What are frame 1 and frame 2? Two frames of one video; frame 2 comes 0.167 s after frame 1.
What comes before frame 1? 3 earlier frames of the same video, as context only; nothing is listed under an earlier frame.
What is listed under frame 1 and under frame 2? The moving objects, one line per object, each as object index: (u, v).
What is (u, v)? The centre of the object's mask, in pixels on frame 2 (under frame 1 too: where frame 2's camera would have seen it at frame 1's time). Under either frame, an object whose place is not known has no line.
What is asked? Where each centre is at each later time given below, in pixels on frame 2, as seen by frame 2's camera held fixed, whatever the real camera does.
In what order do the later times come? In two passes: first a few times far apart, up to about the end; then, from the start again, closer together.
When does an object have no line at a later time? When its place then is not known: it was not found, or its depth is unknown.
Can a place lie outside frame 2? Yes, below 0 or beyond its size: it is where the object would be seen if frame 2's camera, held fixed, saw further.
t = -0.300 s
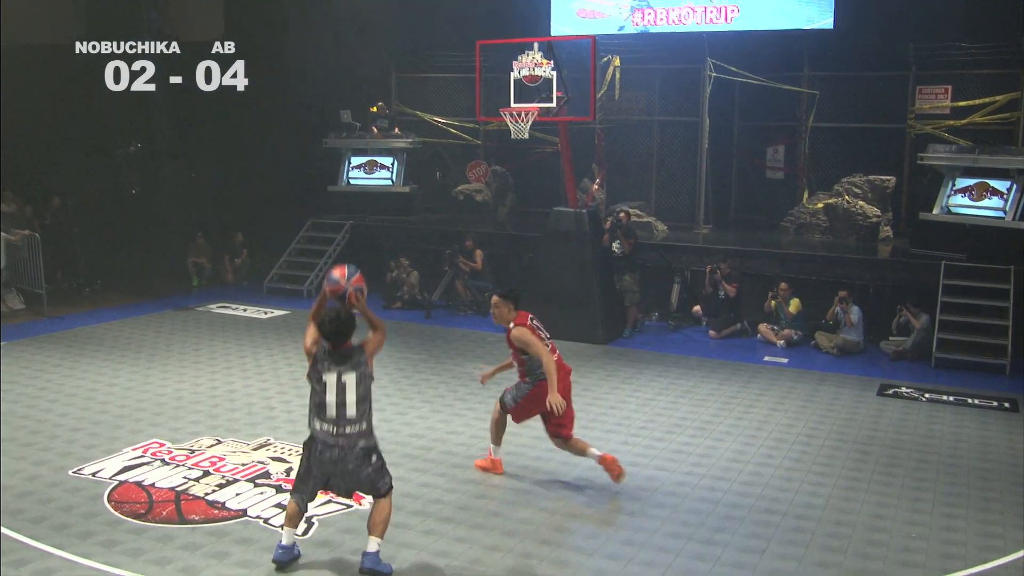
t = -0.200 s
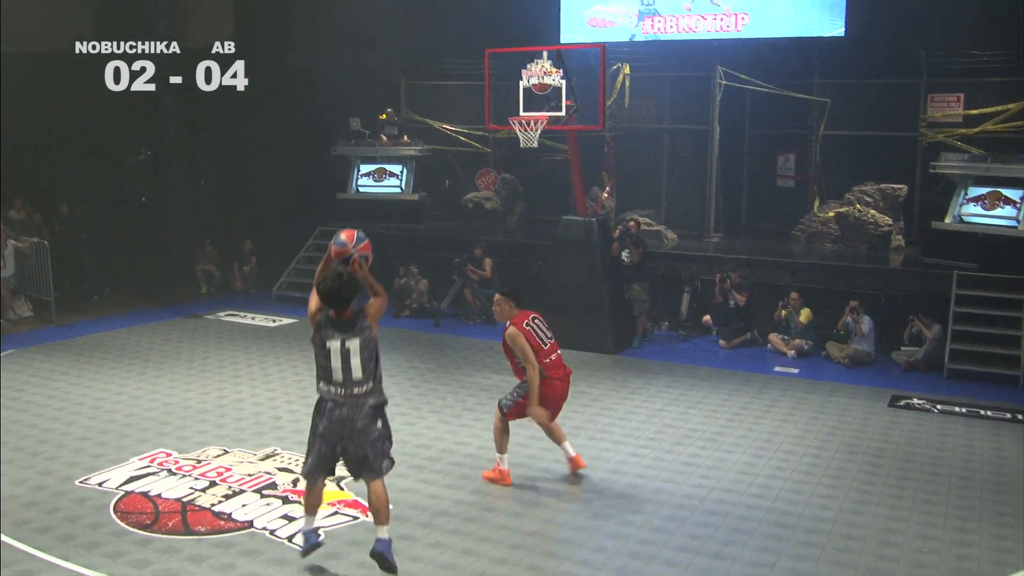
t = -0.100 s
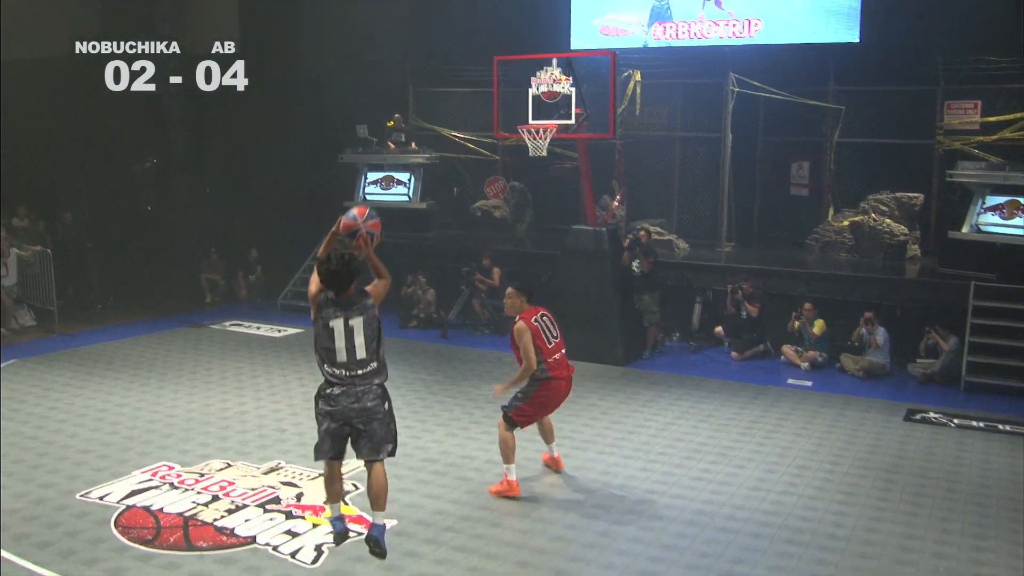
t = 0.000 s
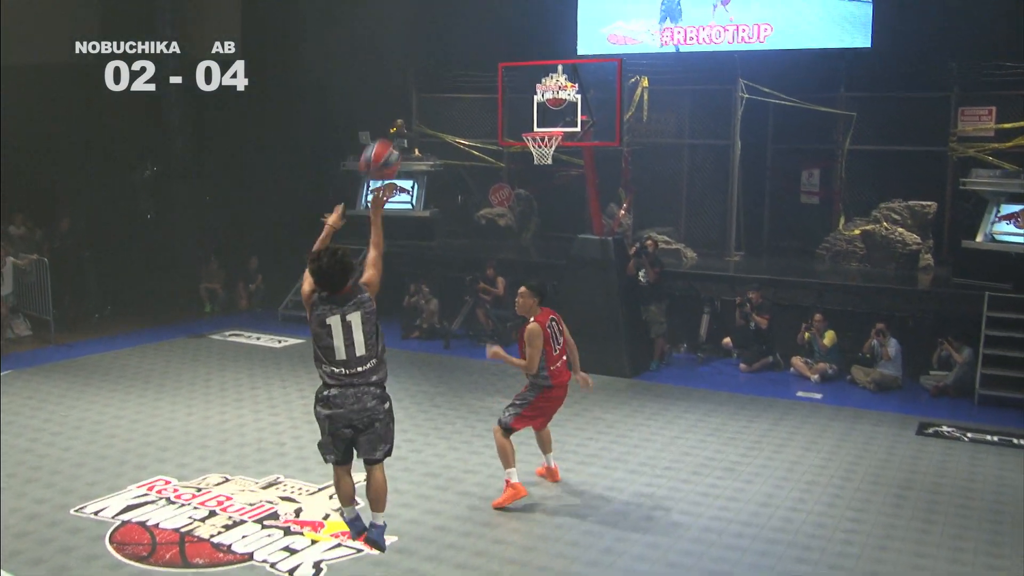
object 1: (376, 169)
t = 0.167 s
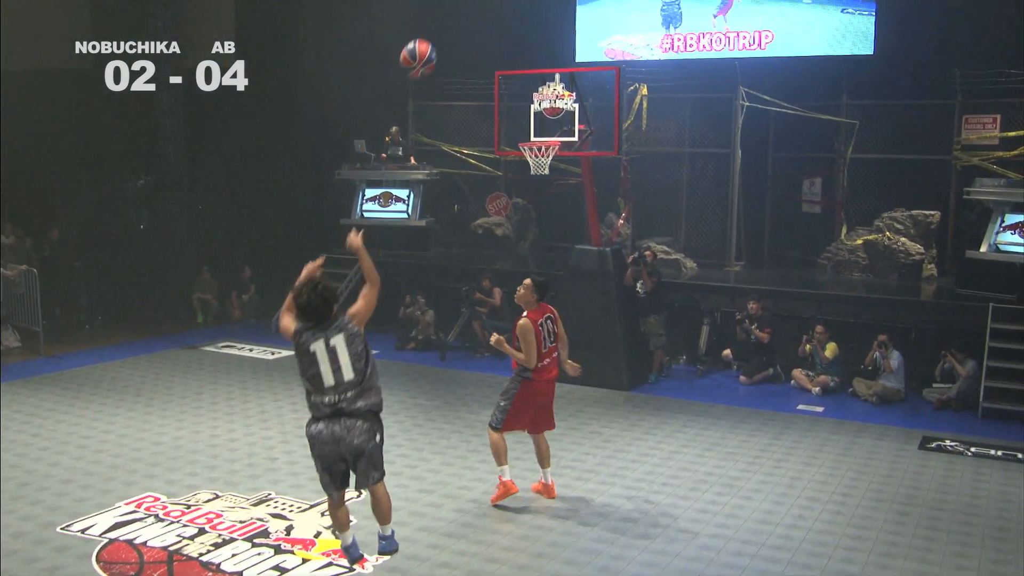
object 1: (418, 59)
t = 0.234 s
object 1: (433, 30)
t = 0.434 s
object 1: (469, 1)
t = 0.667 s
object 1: (498, 8)
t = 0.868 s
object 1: (516, 60)
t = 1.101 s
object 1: (533, 149)
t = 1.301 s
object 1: (542, 210)
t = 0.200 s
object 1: (425, 43)
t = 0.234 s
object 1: (433, 30)
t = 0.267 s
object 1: (439, 20)
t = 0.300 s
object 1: (445, 12)
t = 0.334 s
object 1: (451, 7)
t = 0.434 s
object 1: (469, 1)
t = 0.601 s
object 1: (490, 1)
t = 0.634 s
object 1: (494, 3)
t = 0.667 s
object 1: (498, 8)
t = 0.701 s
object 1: (502, 15)
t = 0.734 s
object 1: (505, 22)
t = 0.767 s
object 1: (508, 30)
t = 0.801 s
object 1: (511, 39)
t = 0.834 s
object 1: (514, 50)
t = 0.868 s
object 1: (516, 60)
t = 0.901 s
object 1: (519, 71)
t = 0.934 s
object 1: (522, 83)
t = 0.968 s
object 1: (524, 95)
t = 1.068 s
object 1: (530, 137)
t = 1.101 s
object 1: (533, 149)
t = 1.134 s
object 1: (535, 166)
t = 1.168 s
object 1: (536, 170)
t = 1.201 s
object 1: (537, 179)
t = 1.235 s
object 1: (538, 190)
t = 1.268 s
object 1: (539, 200)
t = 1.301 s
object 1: (542, 210)
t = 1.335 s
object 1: (544, 221)
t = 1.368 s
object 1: (546, 231)
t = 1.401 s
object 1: (547, 245)
